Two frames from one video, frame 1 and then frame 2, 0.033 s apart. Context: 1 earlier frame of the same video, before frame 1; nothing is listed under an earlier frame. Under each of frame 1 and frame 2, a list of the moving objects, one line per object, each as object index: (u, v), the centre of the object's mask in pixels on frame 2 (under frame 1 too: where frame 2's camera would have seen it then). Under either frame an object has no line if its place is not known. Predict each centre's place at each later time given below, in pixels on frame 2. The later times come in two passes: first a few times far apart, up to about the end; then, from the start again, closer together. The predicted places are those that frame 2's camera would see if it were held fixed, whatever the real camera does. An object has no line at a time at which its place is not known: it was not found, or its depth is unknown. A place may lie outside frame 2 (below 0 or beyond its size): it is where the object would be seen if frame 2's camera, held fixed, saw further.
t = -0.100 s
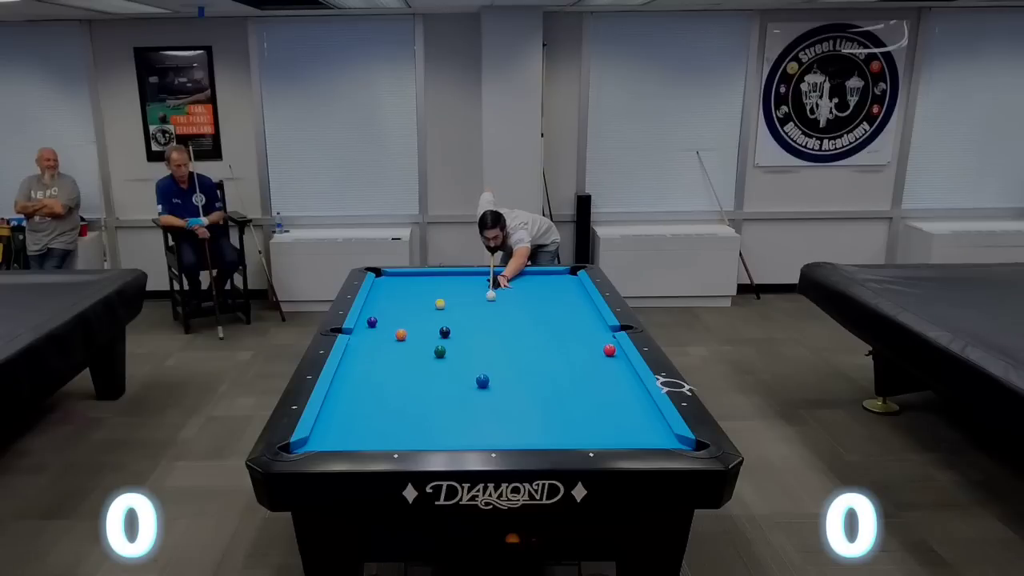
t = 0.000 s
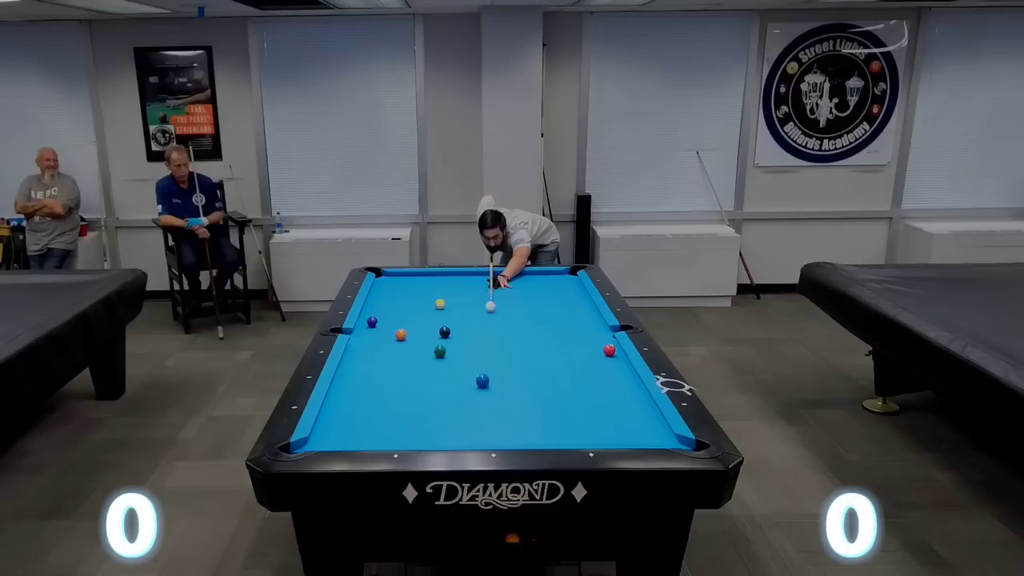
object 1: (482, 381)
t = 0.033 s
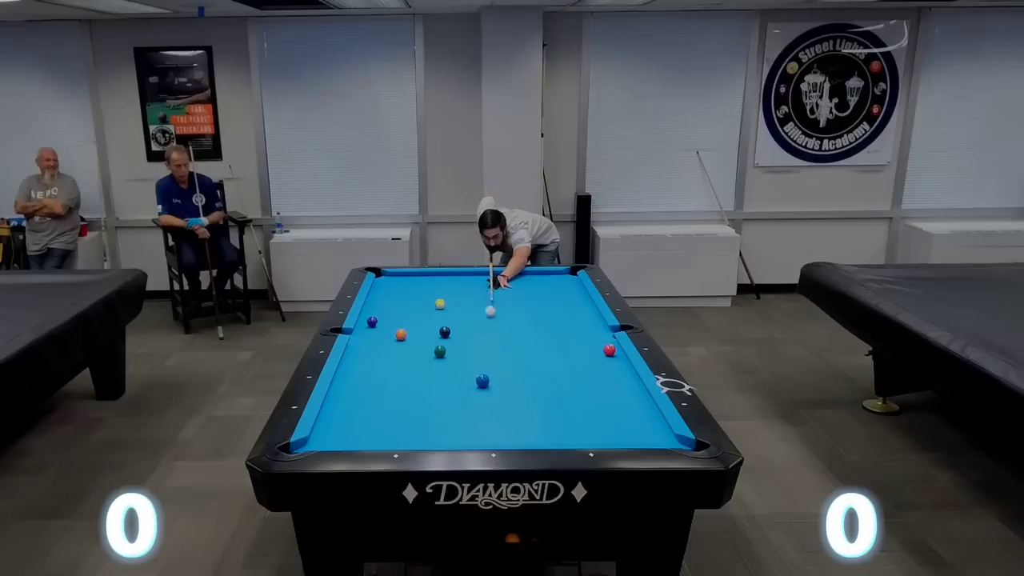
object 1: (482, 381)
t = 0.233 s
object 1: (482, 381)
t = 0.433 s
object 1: (482, 381)
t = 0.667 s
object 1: (455, 411)
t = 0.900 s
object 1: (425, 440)
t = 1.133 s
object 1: (412, 424)
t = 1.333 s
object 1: (402, 409)
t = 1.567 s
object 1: (391, 393)
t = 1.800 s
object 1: (382, 379)
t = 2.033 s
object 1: (374, 366)
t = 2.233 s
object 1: (368, 358)
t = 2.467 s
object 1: (361, 347)
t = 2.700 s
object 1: (355, 338)
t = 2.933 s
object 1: (361, 332)
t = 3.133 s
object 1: (365, 326)
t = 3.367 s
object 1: (365, 324)
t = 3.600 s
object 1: (365, 323)
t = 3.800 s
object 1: (364, 322)
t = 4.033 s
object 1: (364, 321)
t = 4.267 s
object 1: (364, 320)
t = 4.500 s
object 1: (364, 320)
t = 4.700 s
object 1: (363, 320)
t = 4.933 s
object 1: (363, 320)
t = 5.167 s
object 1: (363, 320)
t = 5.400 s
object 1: (363, 320)
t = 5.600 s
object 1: (363, 320)
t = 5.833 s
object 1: (363, 320)
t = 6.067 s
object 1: (363, 320)
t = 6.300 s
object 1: (363, 320)
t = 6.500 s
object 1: (363, 320)
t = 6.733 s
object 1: (363, 320)
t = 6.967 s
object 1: (363, 320)
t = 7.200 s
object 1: (363, 320)
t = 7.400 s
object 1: (363, 320)
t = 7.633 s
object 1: (363, 320)
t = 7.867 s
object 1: (363, 320)
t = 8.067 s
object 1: (363, 320)
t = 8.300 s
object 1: (363, 320)
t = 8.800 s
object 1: (363, 319)
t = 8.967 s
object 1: (363, 319)
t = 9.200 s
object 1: (363, 319)
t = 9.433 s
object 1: (363, 319)
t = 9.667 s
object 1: (363, 319)
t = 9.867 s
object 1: (363, 320)
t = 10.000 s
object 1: (363, 319)
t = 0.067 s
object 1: (482, 381)
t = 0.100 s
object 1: (482, 381)
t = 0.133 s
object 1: (482, 381)
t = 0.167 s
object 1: (482, 381)
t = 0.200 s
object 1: (482, 381)
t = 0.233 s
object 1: (482, 381)
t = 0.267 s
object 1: (482, 381)
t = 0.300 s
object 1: (482, 381)
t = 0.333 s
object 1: (482, 381)
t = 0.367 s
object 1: (482, 381)
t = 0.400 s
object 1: (482, 381)
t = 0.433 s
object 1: (482, 381)
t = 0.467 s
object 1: (482, 381)
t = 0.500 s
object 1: (478, 385)
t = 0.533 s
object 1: (473, 391)
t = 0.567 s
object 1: (468, 396)
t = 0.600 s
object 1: (464, 401)
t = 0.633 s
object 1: (459, 406)
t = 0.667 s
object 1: (455, 411)
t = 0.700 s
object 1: (451, 415)
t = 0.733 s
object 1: (447, 420)
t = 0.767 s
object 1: (443, 425)
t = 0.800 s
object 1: (438, 429)
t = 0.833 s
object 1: (434, 434)
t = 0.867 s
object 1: (430, 437)
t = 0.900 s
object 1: (425, 440)
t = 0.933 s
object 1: (423, 439)
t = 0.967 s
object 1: (421, 437)
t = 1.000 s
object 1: (419, 435)
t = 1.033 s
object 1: (417, 432)
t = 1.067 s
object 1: (415, 429)
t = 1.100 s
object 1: (413, 426)
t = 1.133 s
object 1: (412, 424)
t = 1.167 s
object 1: (410, 421)
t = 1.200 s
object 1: (408, 419)
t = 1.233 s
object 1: (406, 416)
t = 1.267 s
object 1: (405, 414)
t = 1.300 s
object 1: (403, 411)
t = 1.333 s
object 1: (402, 409)
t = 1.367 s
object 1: (400, 406)
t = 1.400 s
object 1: (398, 404)
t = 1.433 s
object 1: (397, 401)
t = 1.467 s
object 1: (396, 400)
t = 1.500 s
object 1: (394, 397)
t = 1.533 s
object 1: (392, 395)
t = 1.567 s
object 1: (391, 393)
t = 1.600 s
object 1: (390, 391)
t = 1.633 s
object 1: (389, 389)
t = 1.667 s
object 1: (387, 387)
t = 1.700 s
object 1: (386, 385)
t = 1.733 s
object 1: (385, 383)
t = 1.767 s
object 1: (383, 381)
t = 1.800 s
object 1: (382, 379)
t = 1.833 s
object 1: (381, 377)
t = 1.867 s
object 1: (379, 375)
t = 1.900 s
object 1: (378, 374)
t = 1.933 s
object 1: (377, 372)
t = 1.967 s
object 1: (376, 370)
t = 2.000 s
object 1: (375, 368)
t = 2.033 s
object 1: (374, 366)
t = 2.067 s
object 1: (373, 365)
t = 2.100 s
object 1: (372, 364)
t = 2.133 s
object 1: (371, 362)
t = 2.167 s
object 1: (370, 360)
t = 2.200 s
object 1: (369, 359)
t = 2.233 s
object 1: (368, 358)
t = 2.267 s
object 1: (367, 356)
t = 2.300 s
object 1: (365, 354)
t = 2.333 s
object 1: (364, 353)
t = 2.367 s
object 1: (364, 351)
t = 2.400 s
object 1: (363, 350)
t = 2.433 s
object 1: (362, 349)
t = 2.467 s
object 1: (361, 347)
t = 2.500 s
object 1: (360, 346)
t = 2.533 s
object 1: (359, 345)
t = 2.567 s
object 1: (358, 343)
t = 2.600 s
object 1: (357, 342)
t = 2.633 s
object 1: (357, 341)
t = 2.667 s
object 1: (356, 340)
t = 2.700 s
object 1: (355, 338)
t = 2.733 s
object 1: (356, 338)
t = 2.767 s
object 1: (357, 337)
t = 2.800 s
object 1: (357, 335)
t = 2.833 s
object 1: (358, 334)
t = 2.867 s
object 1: (359, 333)
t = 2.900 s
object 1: (360, 332)
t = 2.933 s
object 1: (361, 332)
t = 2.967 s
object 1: (362, 330)
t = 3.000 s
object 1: (363, 330)
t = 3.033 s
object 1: (363, 329)
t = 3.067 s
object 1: (364, 328)
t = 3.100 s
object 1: (365, 327)
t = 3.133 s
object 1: (365, 326)
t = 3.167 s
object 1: (366, 325)
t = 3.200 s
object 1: (366, 325)
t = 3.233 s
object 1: (366, 325)
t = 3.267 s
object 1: (366, 325)
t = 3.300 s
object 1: (366, 325)
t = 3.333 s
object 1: (366, 324)
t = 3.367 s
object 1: (365, 324)
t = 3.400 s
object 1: (365, 324)
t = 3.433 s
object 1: (366, 324)
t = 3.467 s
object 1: (365, 323)
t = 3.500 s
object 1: (365, 323)
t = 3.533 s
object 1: (365, 323)
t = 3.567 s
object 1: (365, 323)
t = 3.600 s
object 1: (365, 323)
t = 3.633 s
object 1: (365, 323)
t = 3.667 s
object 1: (365, 323)
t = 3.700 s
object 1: (365, 323)
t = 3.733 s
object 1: (365, 322)
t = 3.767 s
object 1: (364, 322)
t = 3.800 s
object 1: (364, 322)
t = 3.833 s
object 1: (364, 322)
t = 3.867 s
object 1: (364, 322)
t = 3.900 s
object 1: (364, 322)
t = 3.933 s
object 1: (364, 321)
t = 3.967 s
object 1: (364, 321)
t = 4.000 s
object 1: (364, 321)
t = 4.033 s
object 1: (364, 321)
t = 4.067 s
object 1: (364, 321)
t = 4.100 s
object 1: (364, 321)
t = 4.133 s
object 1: (364, 321)
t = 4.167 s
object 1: (364, 321)
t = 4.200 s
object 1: (364, 321)
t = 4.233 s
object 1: (364, 320)
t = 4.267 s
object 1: (364, 320)
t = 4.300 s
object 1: (364, 320)
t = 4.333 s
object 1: (364, 320)
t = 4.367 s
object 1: (364, 320)
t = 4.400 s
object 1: (363, 320)
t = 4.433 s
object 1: (363, 320)
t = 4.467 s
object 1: (364, 320)
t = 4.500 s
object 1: (364, 320)
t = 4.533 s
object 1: (363, 320)
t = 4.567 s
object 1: (363, 320)
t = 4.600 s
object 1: (363, 320)
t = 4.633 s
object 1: (363, 320)
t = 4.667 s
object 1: (363, 320)
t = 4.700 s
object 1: (363, 320)
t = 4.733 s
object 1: (363, 320)
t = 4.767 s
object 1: (363, 320)
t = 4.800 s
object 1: (363, 320)
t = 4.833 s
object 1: (363, 320)
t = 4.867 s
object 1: (363, 320)
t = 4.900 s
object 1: (363, 320)
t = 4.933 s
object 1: (363, 320)
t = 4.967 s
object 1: (363, 320)
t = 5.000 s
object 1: (363, 320)
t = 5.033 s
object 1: (363, 320)
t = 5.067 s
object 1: (363, 320)
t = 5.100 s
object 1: (363, 320)
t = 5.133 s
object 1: (363, 320)
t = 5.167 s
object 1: (363, 320)
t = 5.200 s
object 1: (363, 320)
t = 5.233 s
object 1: (363, 320)
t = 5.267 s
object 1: (363, 320)
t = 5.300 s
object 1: (363, 320)
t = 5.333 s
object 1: (363, 320)
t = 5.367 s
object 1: (363, 320)
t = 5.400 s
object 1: (363, 320)
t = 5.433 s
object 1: (363, 320)
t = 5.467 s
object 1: (363, 320)
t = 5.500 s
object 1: (363, 320)
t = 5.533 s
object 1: (363, 320)
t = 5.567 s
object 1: (363, 320)
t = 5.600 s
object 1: (363, 320)
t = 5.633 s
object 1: (363, 320)
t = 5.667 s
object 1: (363, 320)
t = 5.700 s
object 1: (363, 320)
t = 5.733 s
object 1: (363, 320)
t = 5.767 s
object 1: (363, 320)
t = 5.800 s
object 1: (363, 320)
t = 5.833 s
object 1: (363, 320)
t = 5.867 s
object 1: (363, 320)
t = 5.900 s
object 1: (363, 320)
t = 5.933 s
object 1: (363, 320)
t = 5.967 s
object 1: (363, 320)
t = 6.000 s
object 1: (363, 320)
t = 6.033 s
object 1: (363, 320)
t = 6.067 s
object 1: (363, 320)
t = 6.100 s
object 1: (363, 320)
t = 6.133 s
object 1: (363, 320)
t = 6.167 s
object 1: (363, 320)
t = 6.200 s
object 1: (363, 320)
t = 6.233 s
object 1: (363, 320)
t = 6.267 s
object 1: (363, 320)
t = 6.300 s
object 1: (363, 320)
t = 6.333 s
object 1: (363, 320)
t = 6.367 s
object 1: (363, 320)
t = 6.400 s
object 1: (363, 320)
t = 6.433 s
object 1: (363, 320)
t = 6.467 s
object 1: (363, 320)
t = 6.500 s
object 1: (363, 320)
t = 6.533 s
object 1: (363, 320)
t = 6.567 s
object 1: (363, 320)
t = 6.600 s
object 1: (363, 320)
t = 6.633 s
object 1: (363, 320)
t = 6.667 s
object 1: (363, 320)
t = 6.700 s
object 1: (363, 320)
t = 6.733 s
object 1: (363, 320)
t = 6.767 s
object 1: (363, 320)
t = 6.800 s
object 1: (363, 320)
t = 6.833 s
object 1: (363, 320)
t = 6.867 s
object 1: (363, 320)
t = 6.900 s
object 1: (363, 320)
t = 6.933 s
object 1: (363, 320)
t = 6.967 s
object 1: (363, 320)
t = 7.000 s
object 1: (363, 320)
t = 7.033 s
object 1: (363, 320)
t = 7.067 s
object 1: (363, 320)
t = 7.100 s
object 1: (363, 320)
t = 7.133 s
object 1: (363, 320)
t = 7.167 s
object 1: (363, 320)
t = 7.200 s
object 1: (363, 320)
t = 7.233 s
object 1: (363, 320)
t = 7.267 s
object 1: (363, 320)
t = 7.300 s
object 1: (363, 320)
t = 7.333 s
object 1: (363, 320)
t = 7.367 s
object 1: (363, 320)
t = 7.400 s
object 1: (363, 320)
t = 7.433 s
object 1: (363, 320)
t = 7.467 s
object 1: (363, 320)
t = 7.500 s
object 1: (363, 320)
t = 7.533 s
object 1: (363, 320)
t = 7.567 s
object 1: (363, 320)
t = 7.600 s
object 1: (363, 320)
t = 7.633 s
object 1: (363, 320)
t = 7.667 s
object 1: (363, 320)
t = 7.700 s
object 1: (363, 320)
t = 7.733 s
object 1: (363, 320)
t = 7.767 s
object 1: (363, 320)
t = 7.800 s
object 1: (363, 320)
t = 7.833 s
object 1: (363, 320)
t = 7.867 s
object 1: (363, 320)
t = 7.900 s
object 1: (363, 320)
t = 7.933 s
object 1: (363, 320)
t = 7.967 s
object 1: (363, 320)
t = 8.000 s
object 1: (363, 320)
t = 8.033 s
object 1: (363, 320)
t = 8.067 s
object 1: (363, 320)
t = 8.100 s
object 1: (363, 320)
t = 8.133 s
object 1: (363, 320)
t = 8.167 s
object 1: (363, 320)
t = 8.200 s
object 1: (363, 320)
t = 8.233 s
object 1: (363, 320)
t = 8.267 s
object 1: (363, 320)
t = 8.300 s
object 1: (363, 320)
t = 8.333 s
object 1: (363, 320)
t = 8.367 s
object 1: (363, 320)
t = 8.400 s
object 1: (363, 320)
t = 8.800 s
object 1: (363, 319)
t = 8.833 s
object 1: (363, 319)
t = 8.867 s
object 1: (363, 319)
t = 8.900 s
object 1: (363, 319)
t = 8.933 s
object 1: (363, 319)
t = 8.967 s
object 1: (363, 319)
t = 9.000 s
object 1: (363, 319)
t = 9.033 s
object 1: (363, 319)
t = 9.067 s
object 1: (363, 319)
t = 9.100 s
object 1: (363, 319)
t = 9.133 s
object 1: (363, 319)
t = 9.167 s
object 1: (363, 319)
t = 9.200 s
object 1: (363, 319)
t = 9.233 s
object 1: (363, 319)
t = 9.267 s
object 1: (363, 319)
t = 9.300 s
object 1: (363, 319)
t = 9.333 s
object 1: (363, 319)
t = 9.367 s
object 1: (363, 319)
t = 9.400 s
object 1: (363, 319)
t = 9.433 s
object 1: (363, 319)
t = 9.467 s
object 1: (363, 319)
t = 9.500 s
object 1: (363, 319)
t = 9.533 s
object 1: (363, 319)
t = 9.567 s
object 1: (363, 319)
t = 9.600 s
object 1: (363, 319)
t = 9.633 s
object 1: (363, 319)
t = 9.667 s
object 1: (363, 319)
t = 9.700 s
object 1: (363, 319)
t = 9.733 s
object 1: (363, 319)
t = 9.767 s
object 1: (363, 319)
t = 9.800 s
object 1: (363, 319)
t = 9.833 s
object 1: (363, 320)
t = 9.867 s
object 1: (363, 320)
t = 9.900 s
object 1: (363, 319)
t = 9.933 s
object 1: (363, 319)
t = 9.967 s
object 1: (363, 319)
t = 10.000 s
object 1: (363, 319)
